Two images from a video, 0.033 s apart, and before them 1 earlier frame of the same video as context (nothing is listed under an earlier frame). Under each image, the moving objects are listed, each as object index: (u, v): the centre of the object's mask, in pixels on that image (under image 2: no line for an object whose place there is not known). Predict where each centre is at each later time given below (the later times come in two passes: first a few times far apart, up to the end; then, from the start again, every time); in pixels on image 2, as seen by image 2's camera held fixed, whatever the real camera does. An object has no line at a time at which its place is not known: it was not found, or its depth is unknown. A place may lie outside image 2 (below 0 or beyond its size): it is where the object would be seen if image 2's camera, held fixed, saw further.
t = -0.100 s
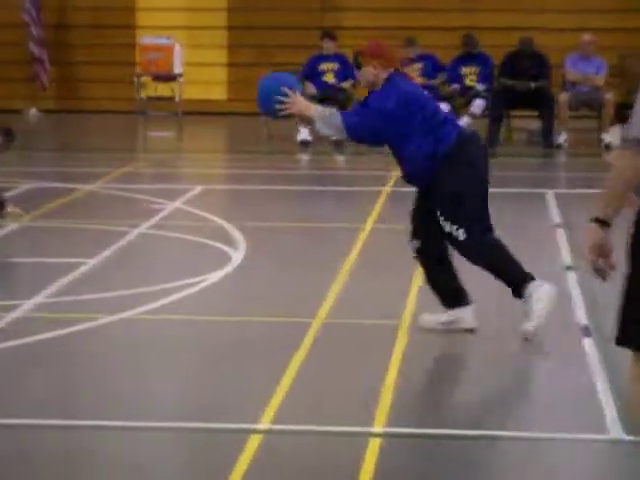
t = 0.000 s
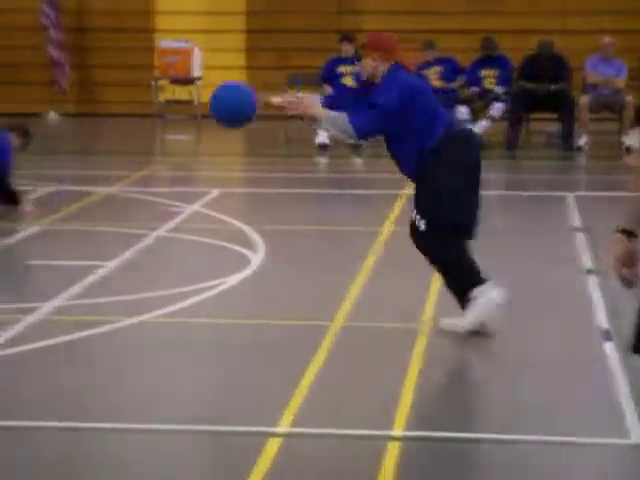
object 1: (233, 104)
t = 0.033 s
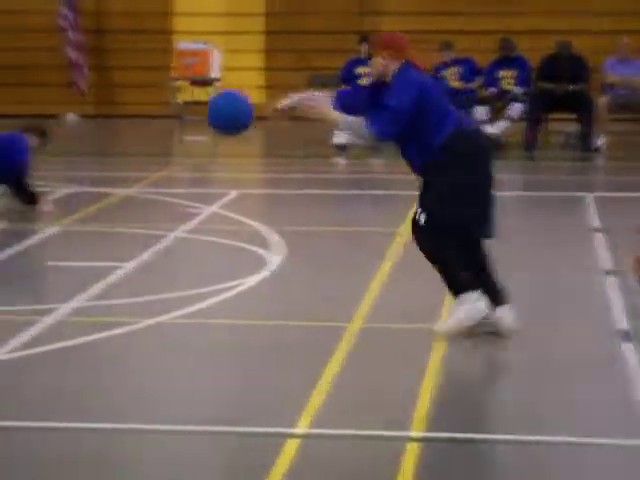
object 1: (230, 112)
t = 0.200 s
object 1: (122, 177)
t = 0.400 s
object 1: (2, 308)
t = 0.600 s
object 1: (-67, 249)
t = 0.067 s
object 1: (207, 121)
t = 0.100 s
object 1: (186, 131)
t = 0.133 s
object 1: (165, 145)
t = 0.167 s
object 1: (144, 160)
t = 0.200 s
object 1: (122, 177)
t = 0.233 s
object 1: (101, 196)
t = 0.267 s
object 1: (78, 217)
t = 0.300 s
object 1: (58, 242)
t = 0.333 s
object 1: (40, 268)
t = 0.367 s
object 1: (19, 294)
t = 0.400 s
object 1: (2, 308)
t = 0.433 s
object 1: (-9, 293)
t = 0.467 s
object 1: (-21, 281)
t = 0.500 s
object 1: (-32, 271)
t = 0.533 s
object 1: (-45, 260)
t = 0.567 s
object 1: (-57, 253)
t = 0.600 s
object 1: (-67, 249)
